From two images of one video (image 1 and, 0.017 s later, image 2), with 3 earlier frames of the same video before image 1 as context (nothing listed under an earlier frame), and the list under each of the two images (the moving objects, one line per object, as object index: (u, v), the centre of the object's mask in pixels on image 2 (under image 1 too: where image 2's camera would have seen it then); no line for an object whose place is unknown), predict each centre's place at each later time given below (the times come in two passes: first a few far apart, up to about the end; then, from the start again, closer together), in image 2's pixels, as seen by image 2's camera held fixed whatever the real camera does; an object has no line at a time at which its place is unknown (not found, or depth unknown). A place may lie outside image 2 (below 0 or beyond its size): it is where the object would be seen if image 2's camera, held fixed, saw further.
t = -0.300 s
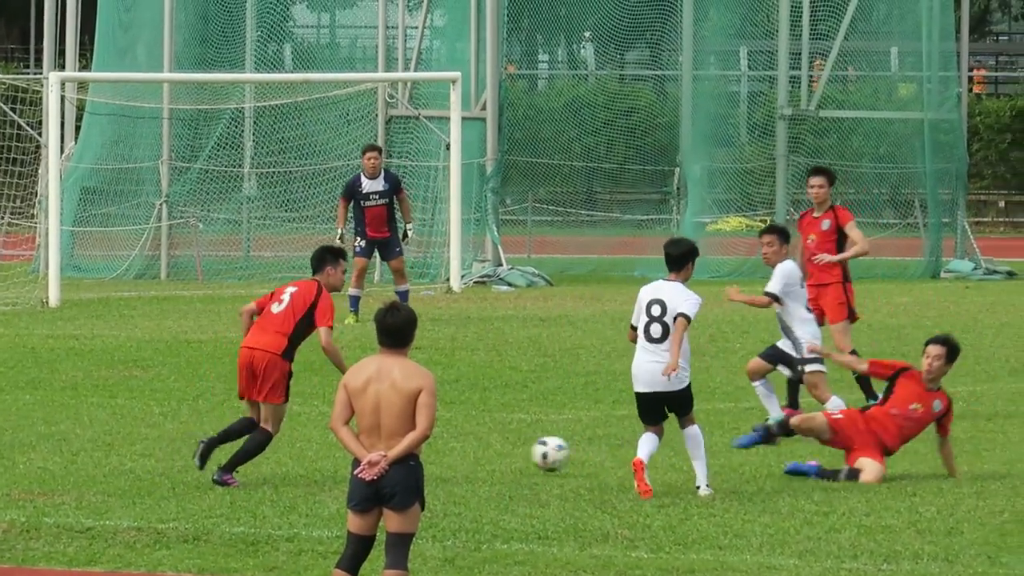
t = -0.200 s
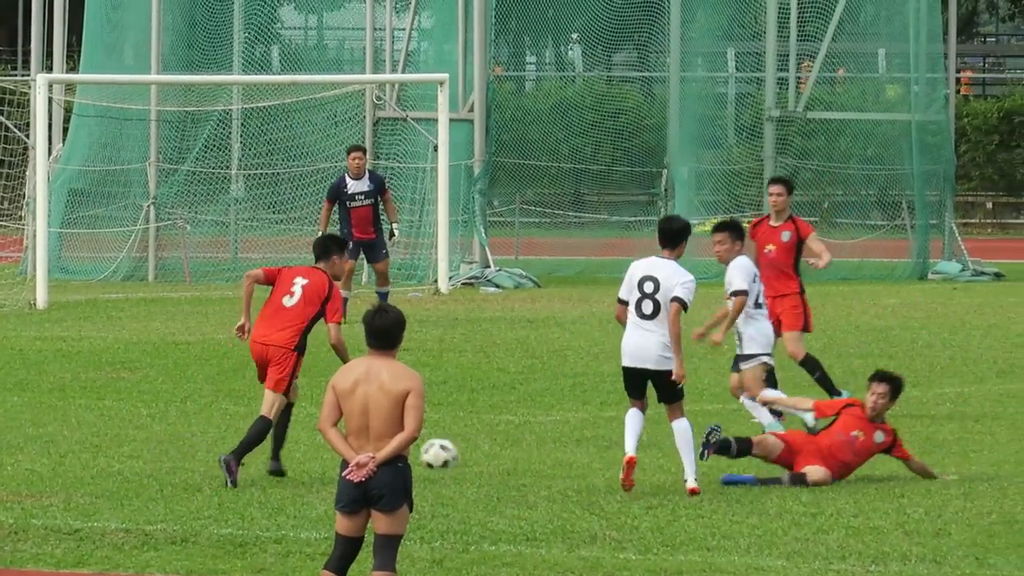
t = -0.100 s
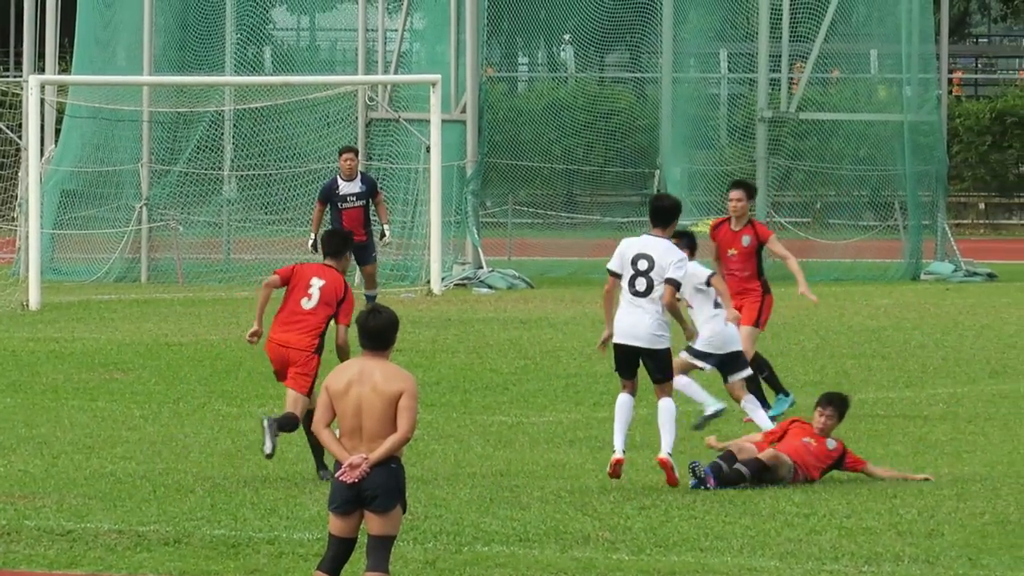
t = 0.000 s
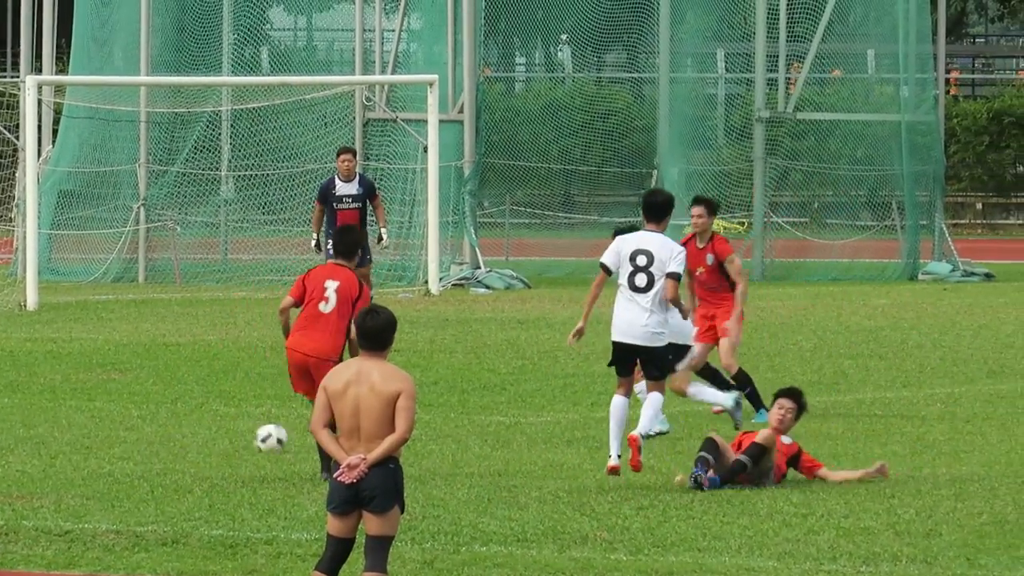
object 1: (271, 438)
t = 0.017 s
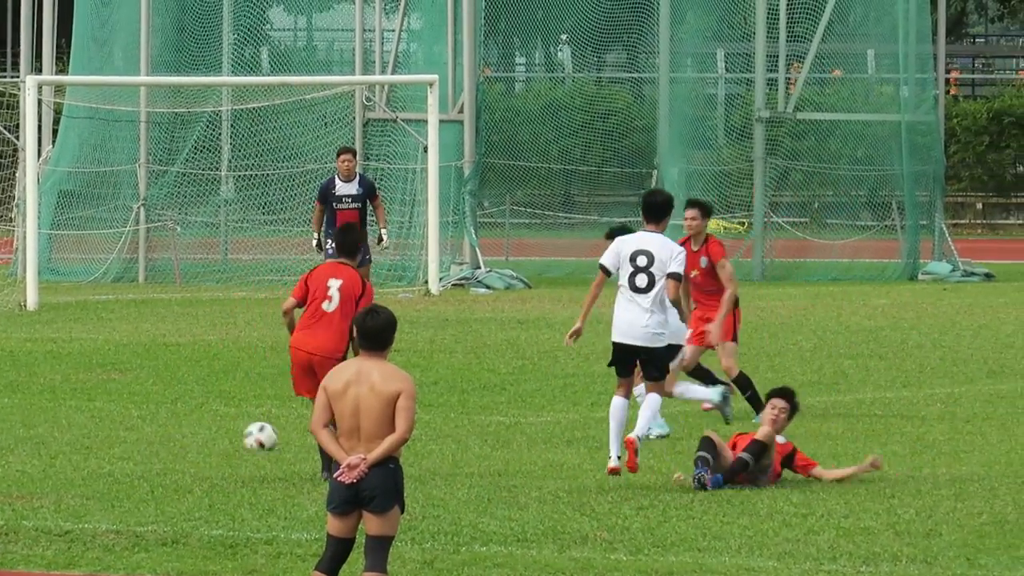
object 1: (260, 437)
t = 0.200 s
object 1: (151, 424)
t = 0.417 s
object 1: (50, 412)
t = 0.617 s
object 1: (-34, 403)
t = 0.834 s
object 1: (-127, 397)
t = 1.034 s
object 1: (-211, 393)
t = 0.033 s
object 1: (249, 435)
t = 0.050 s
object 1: (239, 433)
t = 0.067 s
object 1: (230, 432)
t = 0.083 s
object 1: (219, 431)
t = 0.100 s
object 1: (209, 429)
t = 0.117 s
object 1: (199, 428)
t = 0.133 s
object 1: (189, 428)
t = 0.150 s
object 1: (178, 426)
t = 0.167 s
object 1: (169, 426)
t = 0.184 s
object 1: (160, 424)
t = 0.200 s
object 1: (151, 424)
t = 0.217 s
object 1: (143, 423)
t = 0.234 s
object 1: (135, 421)
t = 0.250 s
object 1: (127, 419)
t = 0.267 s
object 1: (119, 418)
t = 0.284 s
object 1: (111, 416)
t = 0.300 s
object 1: (104, 416)
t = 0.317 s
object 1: (96, 416)
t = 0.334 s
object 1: (88, 415)
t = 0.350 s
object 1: (80, 416)
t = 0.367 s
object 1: (72, 416)
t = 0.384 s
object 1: (65, 415)
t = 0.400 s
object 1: (57, 414)
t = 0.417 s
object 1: (50, 412)
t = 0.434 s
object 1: (43, 411)
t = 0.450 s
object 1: (36, 410)
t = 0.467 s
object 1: (29, 408)
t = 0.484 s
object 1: (22, 407)
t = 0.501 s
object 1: (15, 406)
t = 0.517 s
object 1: (8, 406)
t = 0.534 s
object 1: (0, 405)
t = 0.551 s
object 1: (-7, 405)
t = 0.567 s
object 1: (-14, 406)
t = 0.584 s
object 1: (-21, 406)
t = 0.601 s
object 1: (-28, 405)
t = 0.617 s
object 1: (-34, 403)
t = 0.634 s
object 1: (-42, 402)
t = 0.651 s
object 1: (-49, 401)
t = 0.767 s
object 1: (-99, 399)
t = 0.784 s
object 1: (-106, 400)
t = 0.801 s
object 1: (-113, 399)
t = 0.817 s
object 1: (-120, 397)
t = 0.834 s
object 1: (-127, 397)
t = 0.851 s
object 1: (-133, 396)
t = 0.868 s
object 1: (-141, 395)
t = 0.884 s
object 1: (-147, 395)
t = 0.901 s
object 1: (-154, 395)
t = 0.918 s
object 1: (-161, 395)
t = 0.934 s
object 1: (-168, 396)
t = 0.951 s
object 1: (-175, 397)
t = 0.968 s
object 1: (-182, 396)
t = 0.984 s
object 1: (-189, 396)
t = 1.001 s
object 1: (-197, 395)
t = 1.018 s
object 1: (-203, 394)
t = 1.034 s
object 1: (-211, 393)
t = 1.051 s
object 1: (-217, 393)
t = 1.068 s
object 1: (-225, 392)
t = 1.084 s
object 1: (-231, 393)
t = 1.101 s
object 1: (-239, 393)
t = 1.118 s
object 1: (-246, 392)
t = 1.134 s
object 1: (-254, 393)
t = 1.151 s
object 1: (-261, 393)
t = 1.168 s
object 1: (-268, 392)
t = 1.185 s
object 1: (-275, 390)
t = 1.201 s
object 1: (-281, 390)
